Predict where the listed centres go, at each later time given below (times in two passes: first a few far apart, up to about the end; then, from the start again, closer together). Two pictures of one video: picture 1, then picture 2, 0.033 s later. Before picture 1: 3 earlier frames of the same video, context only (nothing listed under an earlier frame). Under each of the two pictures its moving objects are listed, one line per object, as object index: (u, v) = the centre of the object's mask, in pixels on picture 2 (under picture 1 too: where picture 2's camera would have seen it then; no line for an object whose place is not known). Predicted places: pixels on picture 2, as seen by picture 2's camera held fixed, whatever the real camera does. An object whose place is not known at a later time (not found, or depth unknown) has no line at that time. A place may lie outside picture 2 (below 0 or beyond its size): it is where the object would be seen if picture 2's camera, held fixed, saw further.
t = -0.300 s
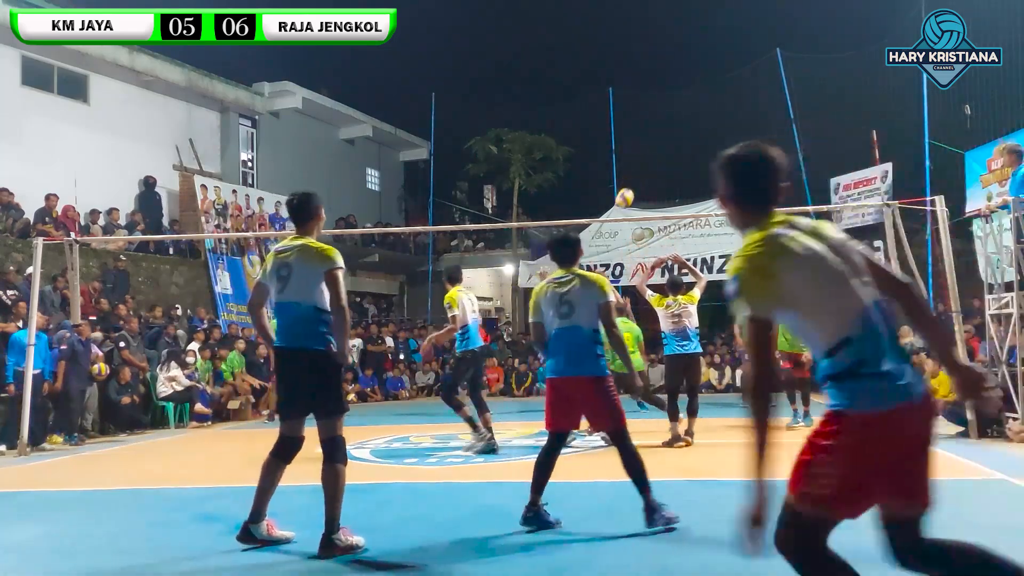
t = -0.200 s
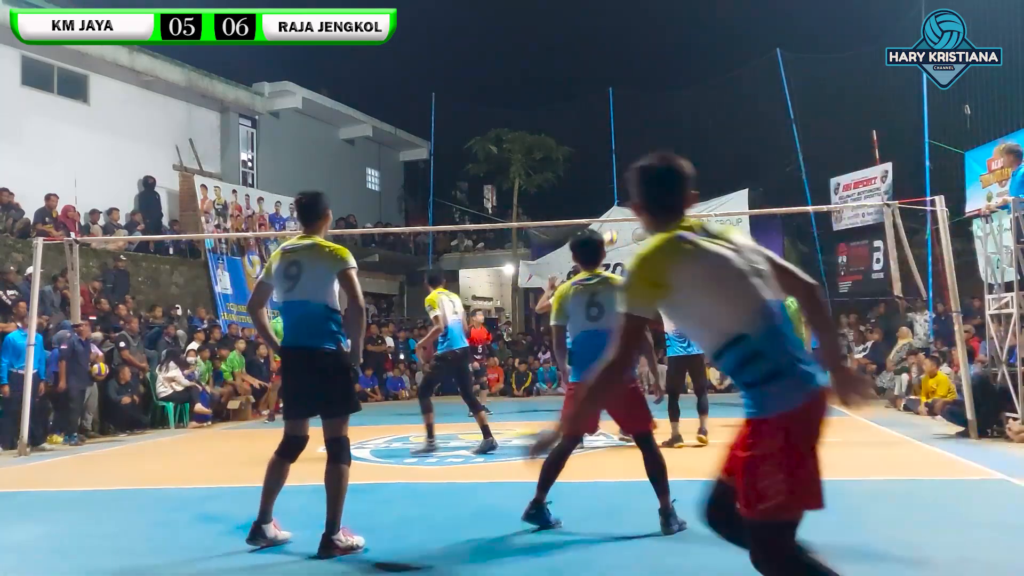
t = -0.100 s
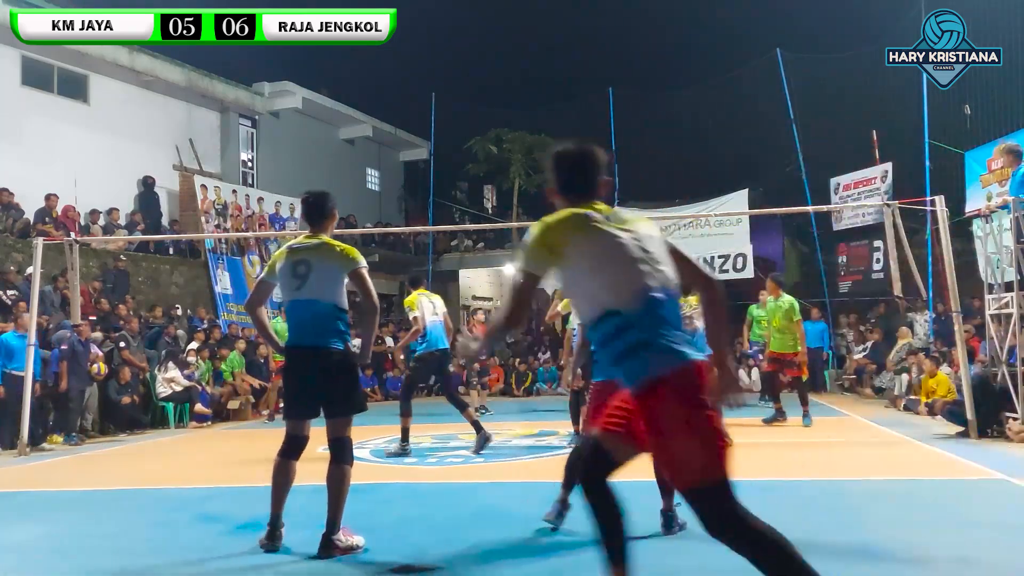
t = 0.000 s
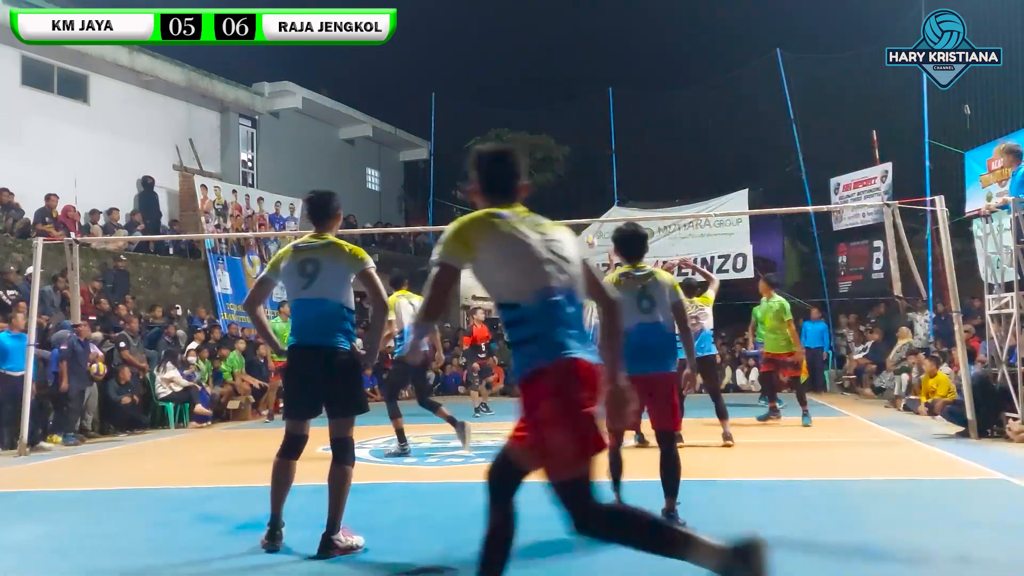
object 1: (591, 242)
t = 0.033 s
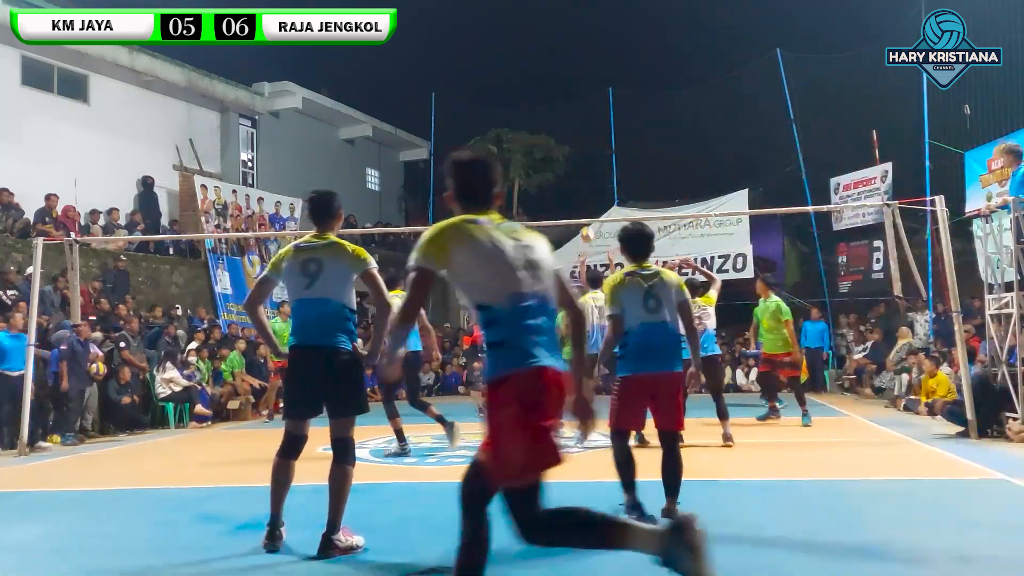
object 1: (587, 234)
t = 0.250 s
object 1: (564, 198)
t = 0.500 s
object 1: (537, 192)
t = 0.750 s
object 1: (511, 231)
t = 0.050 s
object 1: (585, 231)
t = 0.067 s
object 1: (583, 228)
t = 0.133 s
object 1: (578, 215)
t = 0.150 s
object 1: (575, 212)
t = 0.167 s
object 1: (572, 208)
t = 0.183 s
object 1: (571, 206)
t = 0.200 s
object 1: (569, 203)
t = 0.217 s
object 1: (567, 201)
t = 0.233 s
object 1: (565, 199)
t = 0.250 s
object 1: (564, 198)
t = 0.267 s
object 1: (562, 196)
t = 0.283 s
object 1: (560, 194)
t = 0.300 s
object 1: (558, 193)
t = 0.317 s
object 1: (557, 192)
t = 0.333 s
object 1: (555, 191)
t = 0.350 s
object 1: (553, 190)
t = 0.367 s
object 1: (551, 190)
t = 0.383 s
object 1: (549, 189)
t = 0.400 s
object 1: (548, 189)
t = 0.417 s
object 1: (546, 189)
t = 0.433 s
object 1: (544, 189)
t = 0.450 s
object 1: (543, 189)
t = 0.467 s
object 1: (541, 190)
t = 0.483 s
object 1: (539, 191)
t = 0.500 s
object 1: (537, 192)
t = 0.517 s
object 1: (535, 193)
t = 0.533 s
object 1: (534, 194)
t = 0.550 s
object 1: (532, 195)
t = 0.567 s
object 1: (530, 197)
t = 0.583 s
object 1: (528, 199)
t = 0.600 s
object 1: (527, 201)
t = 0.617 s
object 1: (525, 203)
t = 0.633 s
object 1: (523, 206)
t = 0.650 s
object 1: (522, 209)
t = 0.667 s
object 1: (520, 212)
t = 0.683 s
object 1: (518, 214)
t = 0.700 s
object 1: (517, 216)
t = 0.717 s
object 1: (515, 219)
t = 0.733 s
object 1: (513, 225)
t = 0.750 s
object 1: (511, 231)
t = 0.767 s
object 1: (509, 235)
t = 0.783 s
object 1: (507, 238)
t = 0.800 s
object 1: (505, 241)
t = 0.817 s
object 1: (503, 247)
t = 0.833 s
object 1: (502, 252)
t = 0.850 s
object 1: (499, 258)
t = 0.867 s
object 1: (497, 263)
